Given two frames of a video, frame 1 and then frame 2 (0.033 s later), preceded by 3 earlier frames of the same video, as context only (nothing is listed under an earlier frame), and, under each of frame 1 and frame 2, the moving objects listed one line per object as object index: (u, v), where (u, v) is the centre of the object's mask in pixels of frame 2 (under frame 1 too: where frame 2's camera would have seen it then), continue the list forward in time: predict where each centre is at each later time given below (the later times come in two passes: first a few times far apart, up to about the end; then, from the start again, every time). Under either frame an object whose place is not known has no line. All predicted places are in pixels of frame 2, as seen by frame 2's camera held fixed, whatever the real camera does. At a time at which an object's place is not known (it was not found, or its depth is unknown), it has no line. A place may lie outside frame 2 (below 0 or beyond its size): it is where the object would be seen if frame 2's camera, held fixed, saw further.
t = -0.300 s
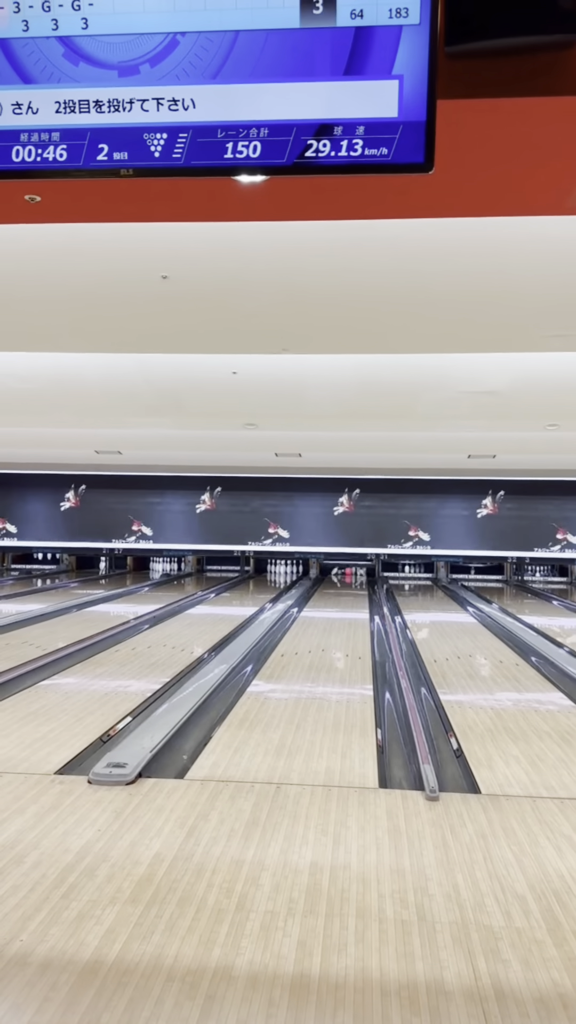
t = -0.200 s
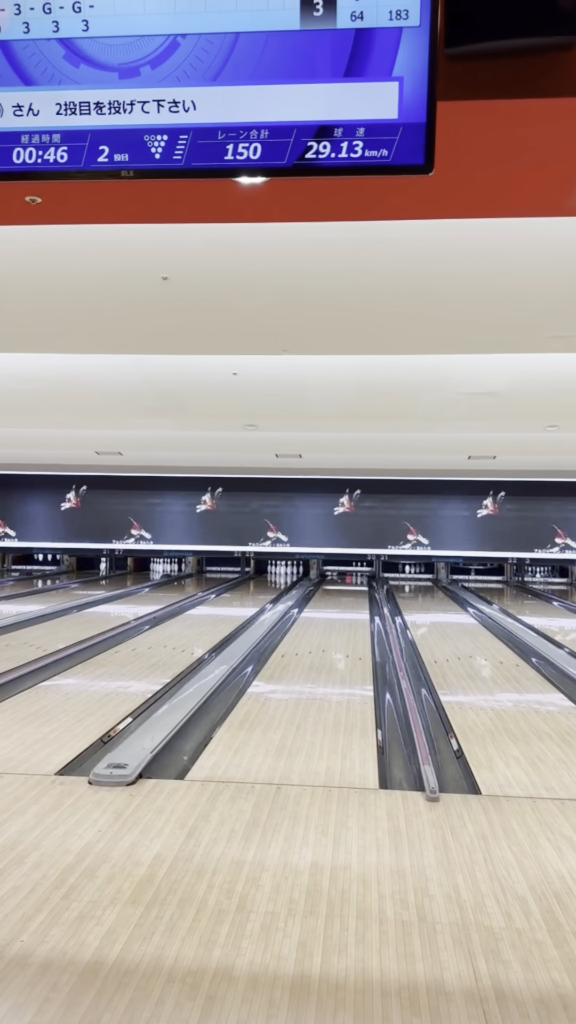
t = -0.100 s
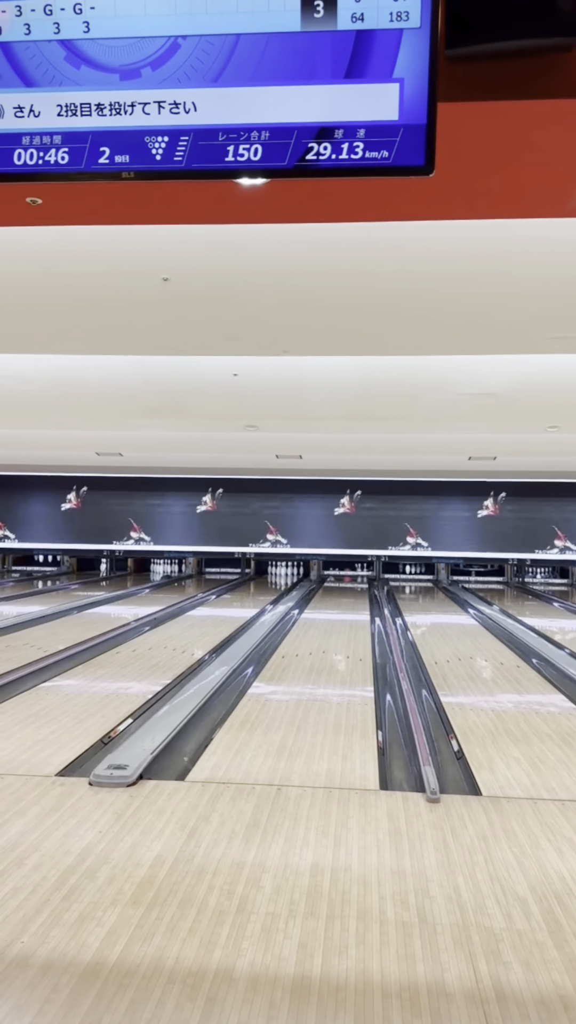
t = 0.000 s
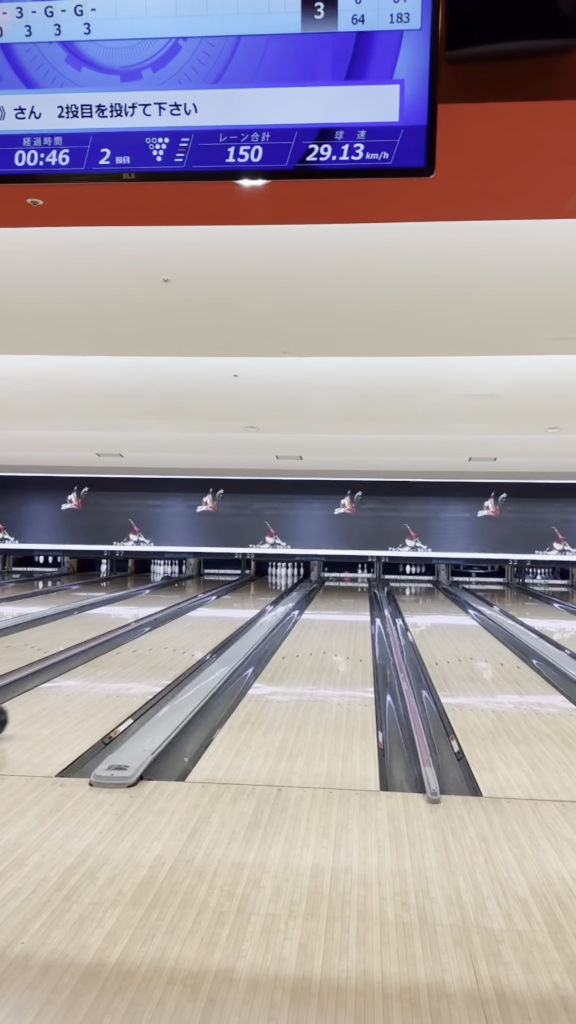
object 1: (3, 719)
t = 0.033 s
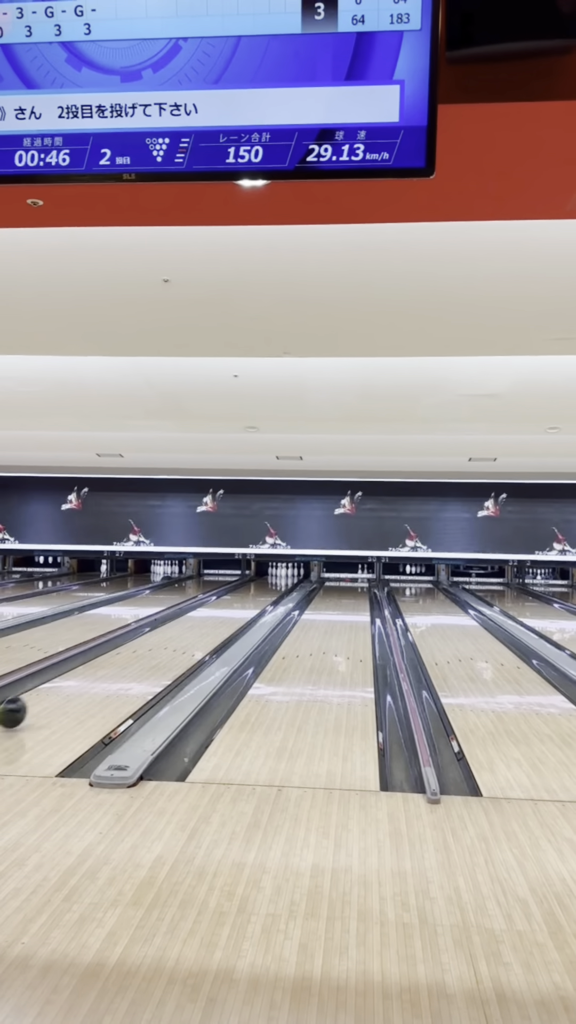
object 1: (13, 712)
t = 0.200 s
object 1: (85, 678)
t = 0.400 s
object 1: (143, 651)
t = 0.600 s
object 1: (183, 631)
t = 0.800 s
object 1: (210, 617)
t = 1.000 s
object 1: (231, 607)
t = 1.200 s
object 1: (247, 599)
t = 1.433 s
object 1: (260, 592)
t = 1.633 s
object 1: (270, 586)
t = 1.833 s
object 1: (274, 583)
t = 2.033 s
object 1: (281, 578)
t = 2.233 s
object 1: (286, 576)
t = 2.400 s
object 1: (291, 573)
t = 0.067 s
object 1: (28, 706)
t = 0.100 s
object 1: (44, 698)
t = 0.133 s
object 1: (59, 691)
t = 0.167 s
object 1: (72, 685)
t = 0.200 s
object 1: (85, 678)
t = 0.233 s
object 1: (97, 673)
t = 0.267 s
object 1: (107, 668)
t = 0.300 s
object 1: (117, 663)
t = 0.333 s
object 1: (126, 659)
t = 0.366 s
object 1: (135, 654)
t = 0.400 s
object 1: (143, 651)
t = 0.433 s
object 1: (151, 647)
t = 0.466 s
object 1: (158, 643)
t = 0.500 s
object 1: (165, 640)
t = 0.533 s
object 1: (171, 637)
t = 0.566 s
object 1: (177, 634)
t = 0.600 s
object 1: (183, 631)
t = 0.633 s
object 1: (187, 629)
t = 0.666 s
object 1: (193, 626)
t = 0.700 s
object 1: (197, 624)
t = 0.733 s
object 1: (202, 622)
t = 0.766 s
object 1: (206, 620)
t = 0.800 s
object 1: (210, 617)
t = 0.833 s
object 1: (214, 615)
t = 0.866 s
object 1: (218, 614)
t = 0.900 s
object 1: (222, 612)
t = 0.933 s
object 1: (225, 610)
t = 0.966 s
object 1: (228, 609)
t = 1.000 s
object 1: (231, 607)
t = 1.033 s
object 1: (234, 605)
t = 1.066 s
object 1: (237, 604)
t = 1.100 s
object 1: (240, 603)
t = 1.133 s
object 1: (242, 602)
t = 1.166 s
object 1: (244, 600)
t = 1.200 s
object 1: (247, 599)
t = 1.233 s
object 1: (249, 598)
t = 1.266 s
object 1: (251, 597)
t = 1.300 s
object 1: (253, 596)
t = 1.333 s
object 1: (255, 595)
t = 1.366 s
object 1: (256, 594)
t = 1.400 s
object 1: (258, 593)
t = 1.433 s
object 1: (260, 592)
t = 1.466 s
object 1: (262, 591)
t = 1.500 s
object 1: (262, 591)
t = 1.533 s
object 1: (264, 590)
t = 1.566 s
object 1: (266, 589)
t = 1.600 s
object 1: (269, 587)
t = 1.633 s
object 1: (270, 586)
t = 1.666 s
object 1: (271, 586)
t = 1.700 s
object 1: (270, 587)
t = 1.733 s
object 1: (272, 585)
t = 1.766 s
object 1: (273, 584)
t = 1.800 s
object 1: (275, 583)
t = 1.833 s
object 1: (274, 583)
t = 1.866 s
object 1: (278, 582)
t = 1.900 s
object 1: (278, 581)
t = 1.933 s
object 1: (279, 580)
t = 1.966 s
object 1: (280, 580)
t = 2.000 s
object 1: (281, 579)
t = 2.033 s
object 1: (281, 578)
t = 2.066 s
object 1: (282, 577)
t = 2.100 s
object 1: (283, 577)
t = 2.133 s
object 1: (283, 577)
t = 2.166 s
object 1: (284, 577)
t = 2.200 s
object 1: (285, 576)
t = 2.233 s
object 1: (286, 576)
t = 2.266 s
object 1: (286, 575)
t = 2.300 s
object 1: (286, 575)
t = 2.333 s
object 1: (287, 575)
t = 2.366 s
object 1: (290, 573)
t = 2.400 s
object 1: (291, 573)
